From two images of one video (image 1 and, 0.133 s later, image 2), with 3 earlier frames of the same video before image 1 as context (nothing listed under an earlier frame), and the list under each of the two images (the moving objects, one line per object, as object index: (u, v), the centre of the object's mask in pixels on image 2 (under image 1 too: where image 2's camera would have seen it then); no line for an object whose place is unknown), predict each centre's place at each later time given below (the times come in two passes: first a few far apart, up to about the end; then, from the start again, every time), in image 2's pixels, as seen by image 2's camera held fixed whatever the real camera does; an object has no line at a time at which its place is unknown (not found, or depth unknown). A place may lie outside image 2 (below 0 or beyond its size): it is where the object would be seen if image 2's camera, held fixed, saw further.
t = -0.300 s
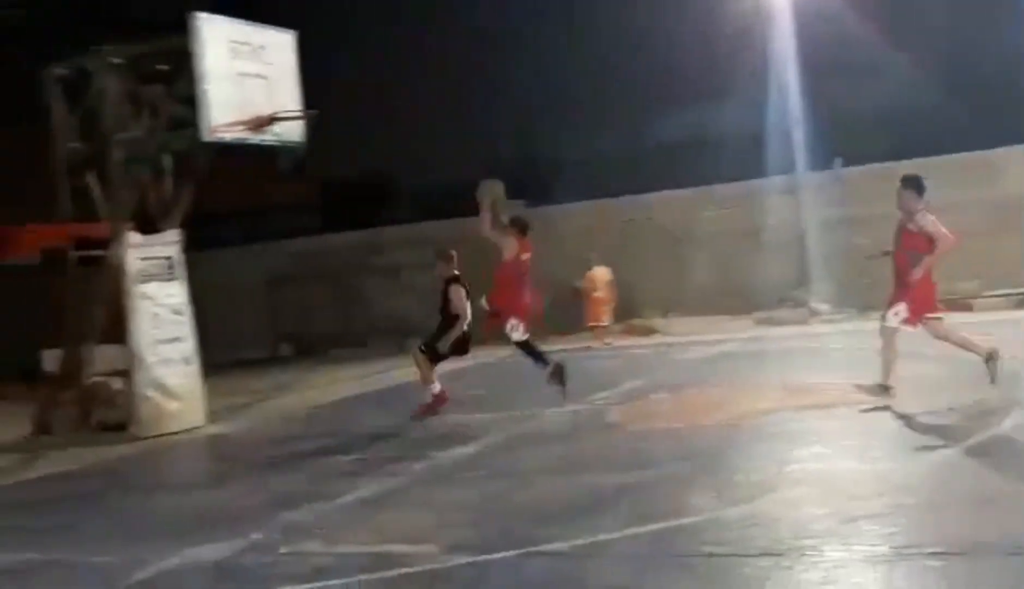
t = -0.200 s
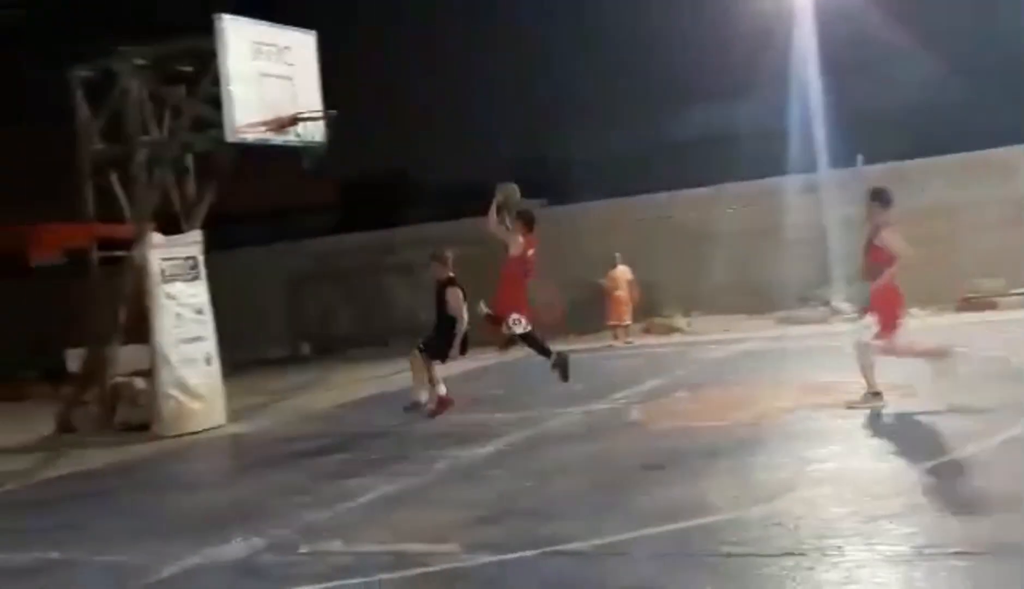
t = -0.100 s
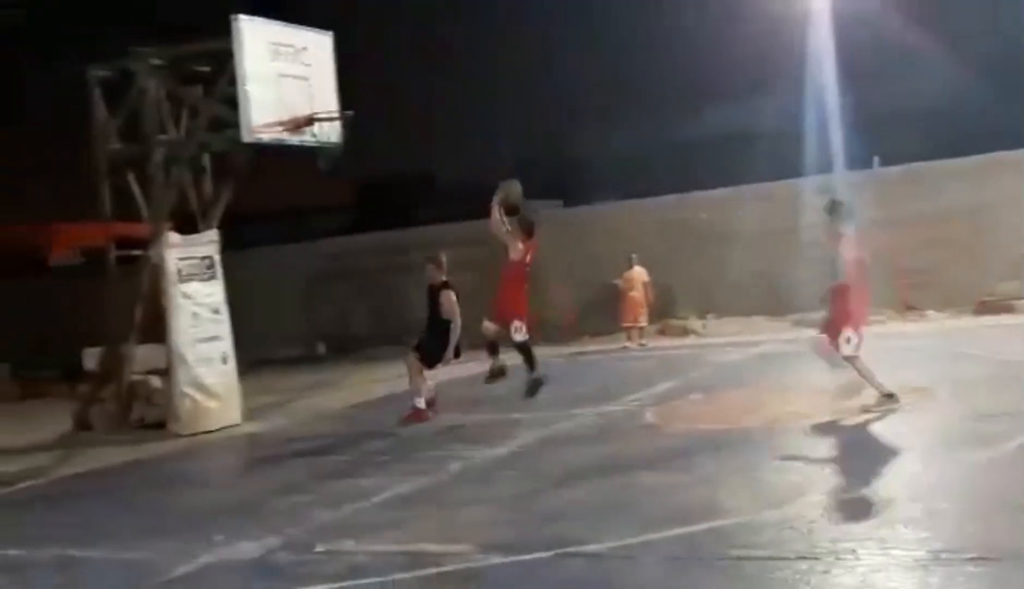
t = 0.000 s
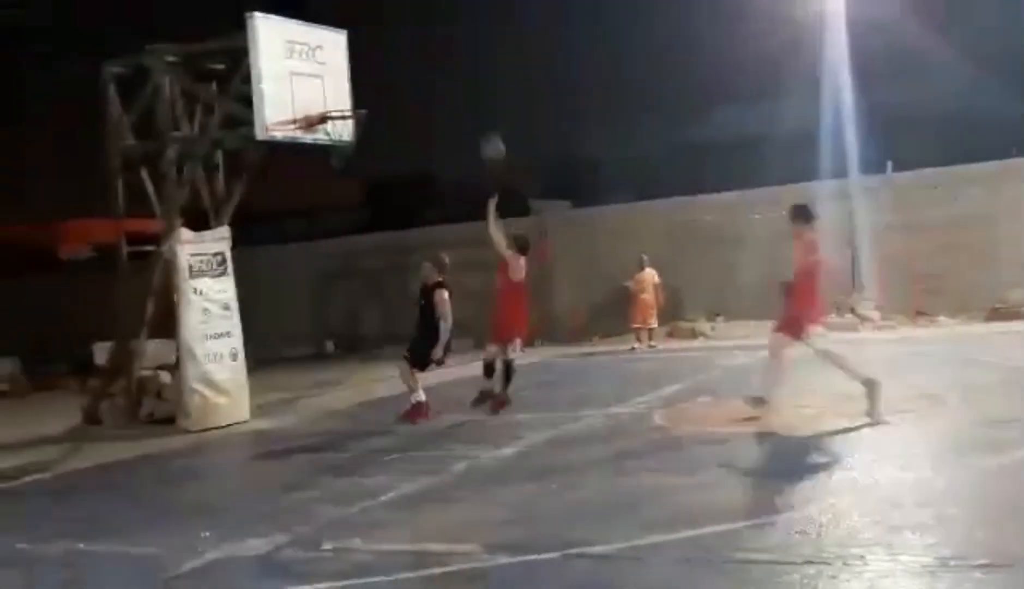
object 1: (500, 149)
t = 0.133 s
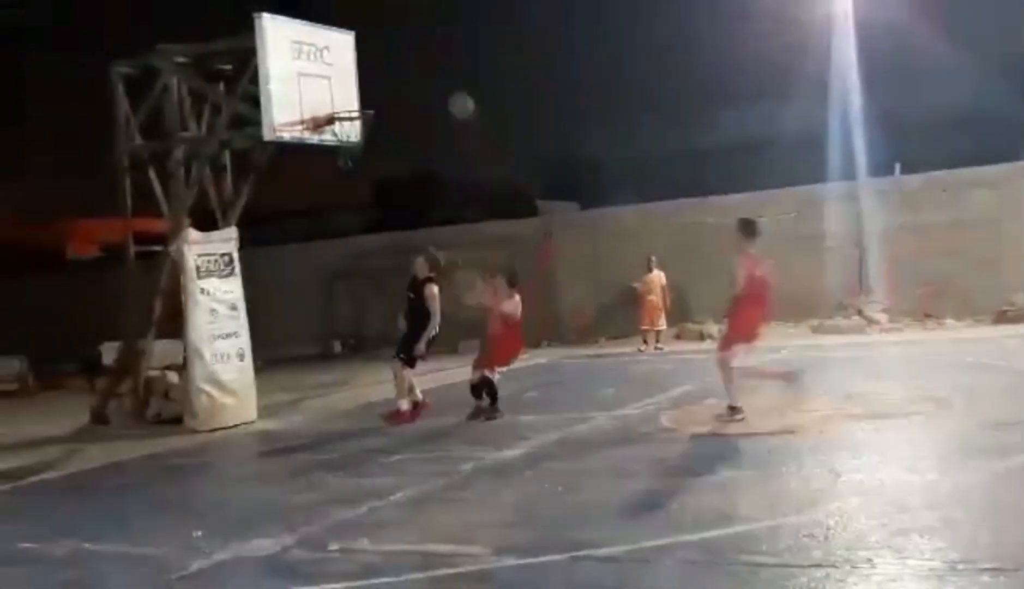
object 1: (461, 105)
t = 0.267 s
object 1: (426, 80)
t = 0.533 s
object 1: (363, 83)
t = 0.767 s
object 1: (363, 103)
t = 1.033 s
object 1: (397, 99)
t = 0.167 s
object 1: (453, 97)
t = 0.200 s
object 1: (443, 90)
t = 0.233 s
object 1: (434, 85)
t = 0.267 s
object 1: (426, 80)
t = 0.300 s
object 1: (418, 76)
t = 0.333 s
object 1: (410, 74)
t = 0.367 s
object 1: (401, 73)
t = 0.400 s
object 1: (392, 73)
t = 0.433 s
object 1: (385, 75)
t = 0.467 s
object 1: (377, 77)
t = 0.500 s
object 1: (371, 79)
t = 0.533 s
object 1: (363, 83)
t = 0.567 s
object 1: (357, 87)
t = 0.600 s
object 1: (348, 94)
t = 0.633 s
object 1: (340, 102)
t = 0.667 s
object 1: (336, 107)
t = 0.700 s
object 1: (343, 106)
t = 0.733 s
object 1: (354, 103)
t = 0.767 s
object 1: (363, 103)
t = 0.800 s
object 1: (369, 101)
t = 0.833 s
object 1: (373, 99)
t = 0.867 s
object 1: (376, 97)
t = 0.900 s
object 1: (380, 95)
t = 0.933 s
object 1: (384, 95)
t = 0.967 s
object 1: (388, 95)
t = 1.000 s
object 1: (393, 97)
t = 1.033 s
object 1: (397, 99)
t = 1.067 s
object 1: (401, 104)
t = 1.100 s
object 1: (406, 109)
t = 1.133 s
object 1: (411, 115)
